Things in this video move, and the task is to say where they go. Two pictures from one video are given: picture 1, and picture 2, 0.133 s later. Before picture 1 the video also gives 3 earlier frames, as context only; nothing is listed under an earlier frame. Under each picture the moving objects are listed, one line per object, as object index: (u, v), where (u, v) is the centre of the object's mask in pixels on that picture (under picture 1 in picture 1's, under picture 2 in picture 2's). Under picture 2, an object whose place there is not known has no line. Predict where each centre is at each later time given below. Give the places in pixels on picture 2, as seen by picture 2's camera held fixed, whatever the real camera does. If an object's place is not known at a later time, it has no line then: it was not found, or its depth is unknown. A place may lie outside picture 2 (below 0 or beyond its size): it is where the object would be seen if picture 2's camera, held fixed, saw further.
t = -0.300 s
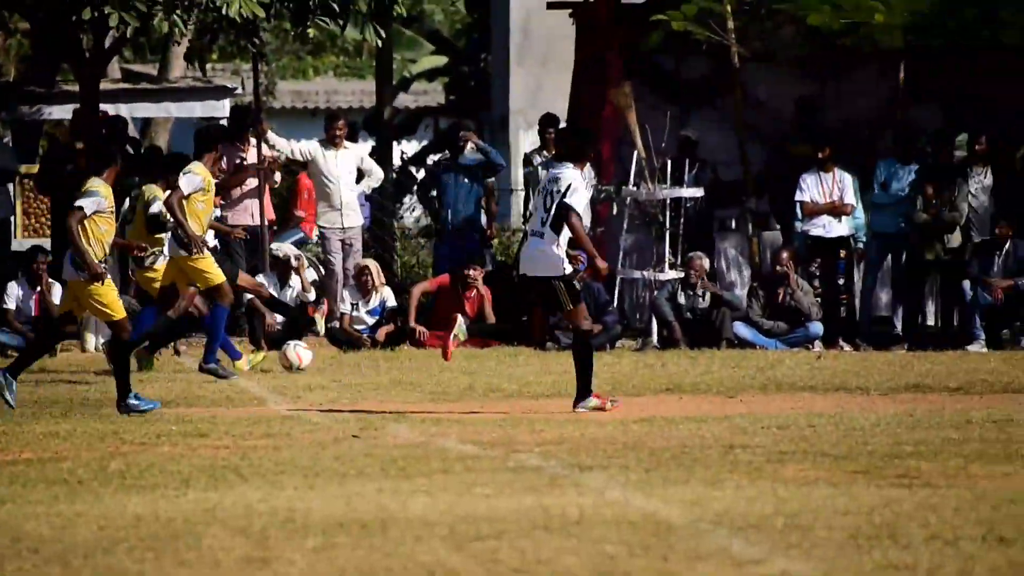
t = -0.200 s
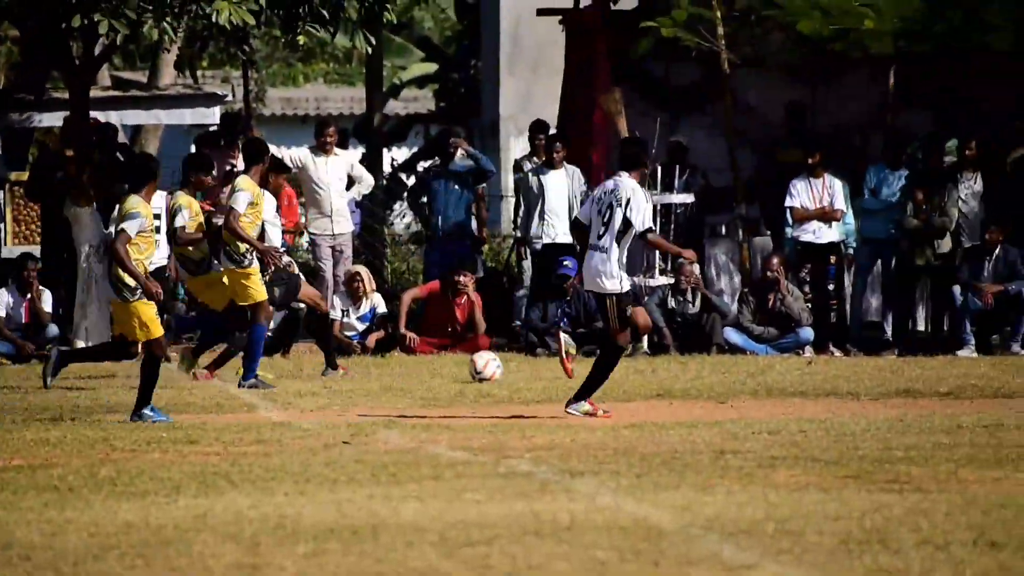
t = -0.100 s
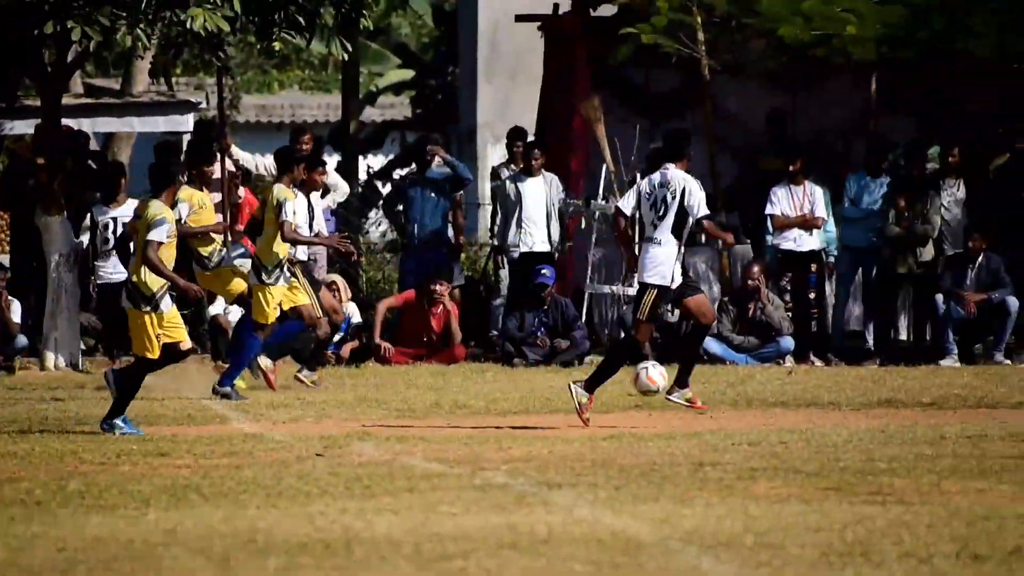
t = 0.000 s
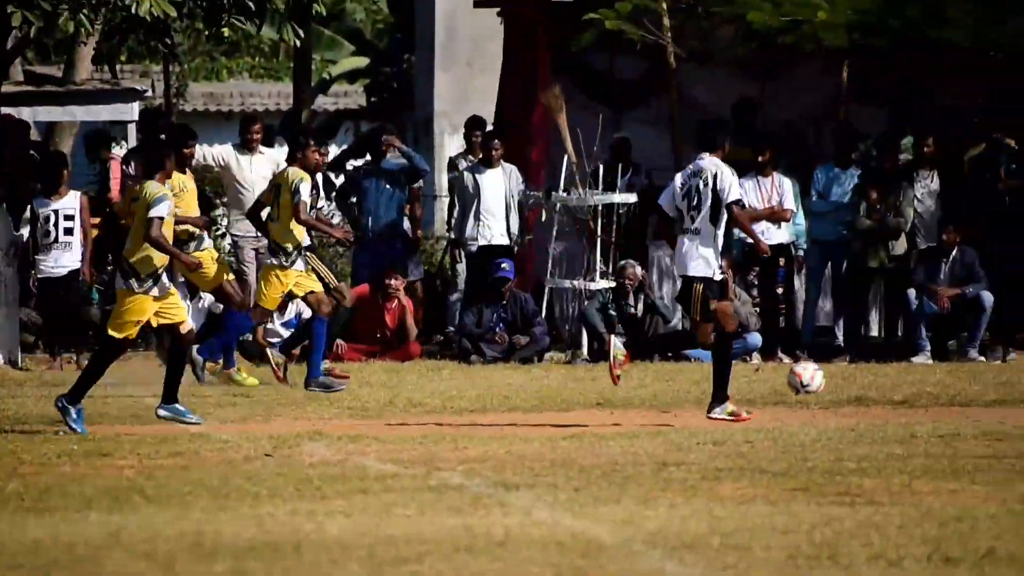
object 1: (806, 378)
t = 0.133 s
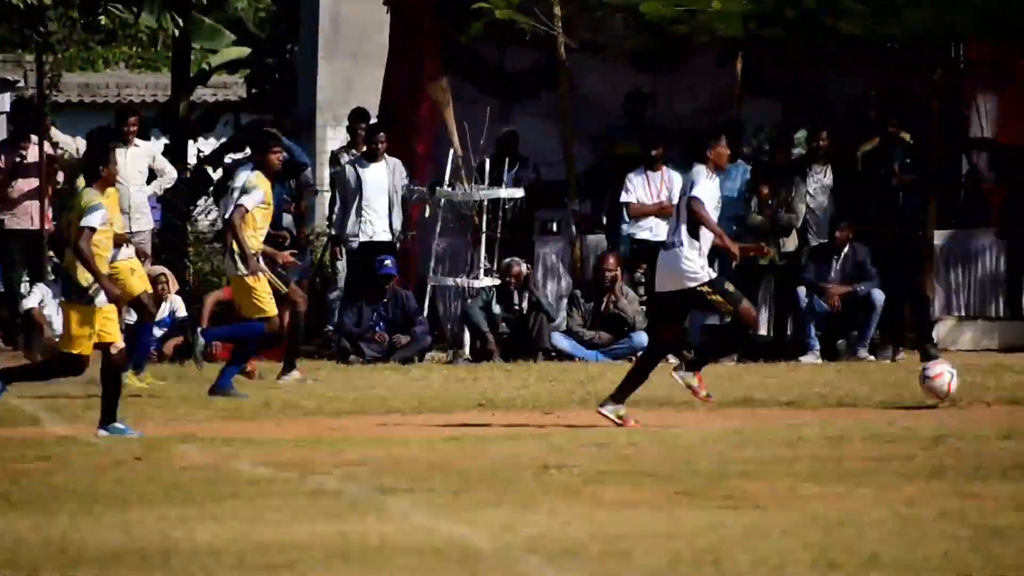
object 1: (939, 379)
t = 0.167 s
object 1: (1002, 385)
